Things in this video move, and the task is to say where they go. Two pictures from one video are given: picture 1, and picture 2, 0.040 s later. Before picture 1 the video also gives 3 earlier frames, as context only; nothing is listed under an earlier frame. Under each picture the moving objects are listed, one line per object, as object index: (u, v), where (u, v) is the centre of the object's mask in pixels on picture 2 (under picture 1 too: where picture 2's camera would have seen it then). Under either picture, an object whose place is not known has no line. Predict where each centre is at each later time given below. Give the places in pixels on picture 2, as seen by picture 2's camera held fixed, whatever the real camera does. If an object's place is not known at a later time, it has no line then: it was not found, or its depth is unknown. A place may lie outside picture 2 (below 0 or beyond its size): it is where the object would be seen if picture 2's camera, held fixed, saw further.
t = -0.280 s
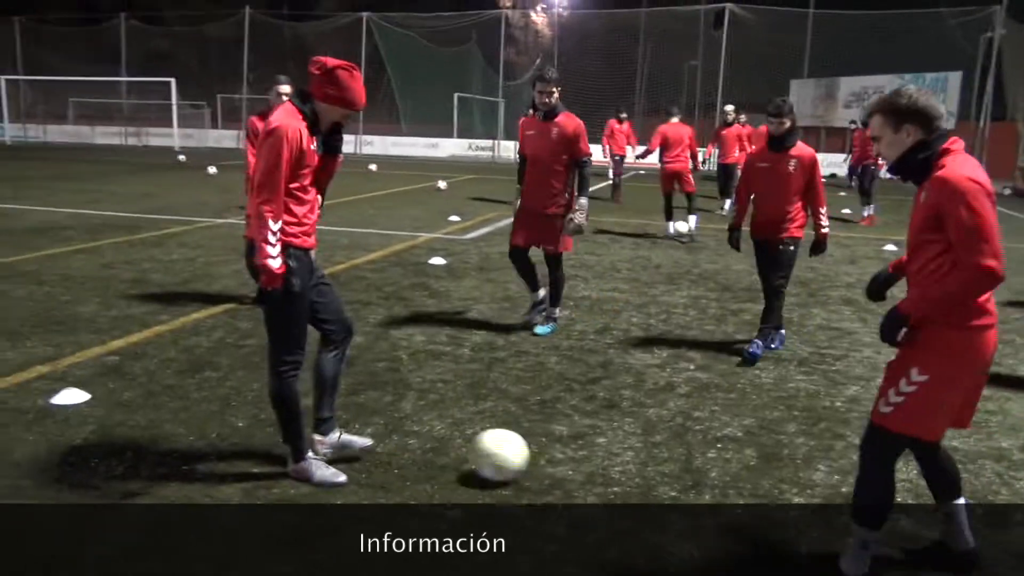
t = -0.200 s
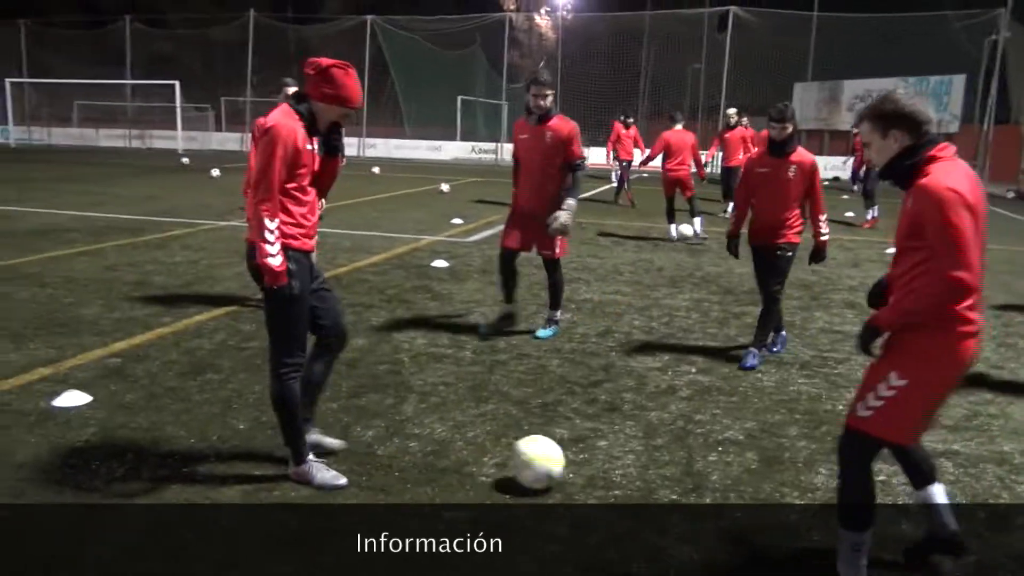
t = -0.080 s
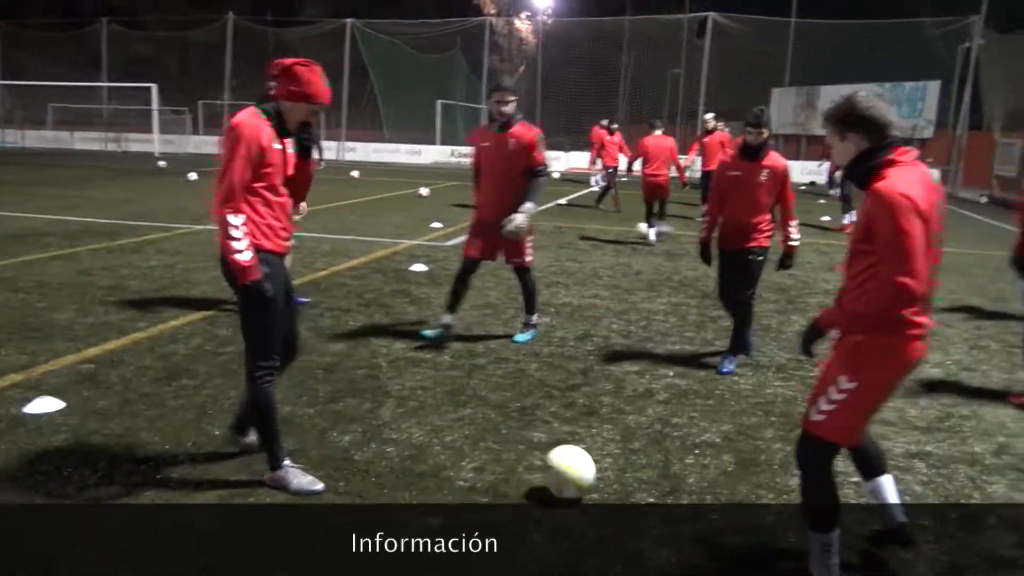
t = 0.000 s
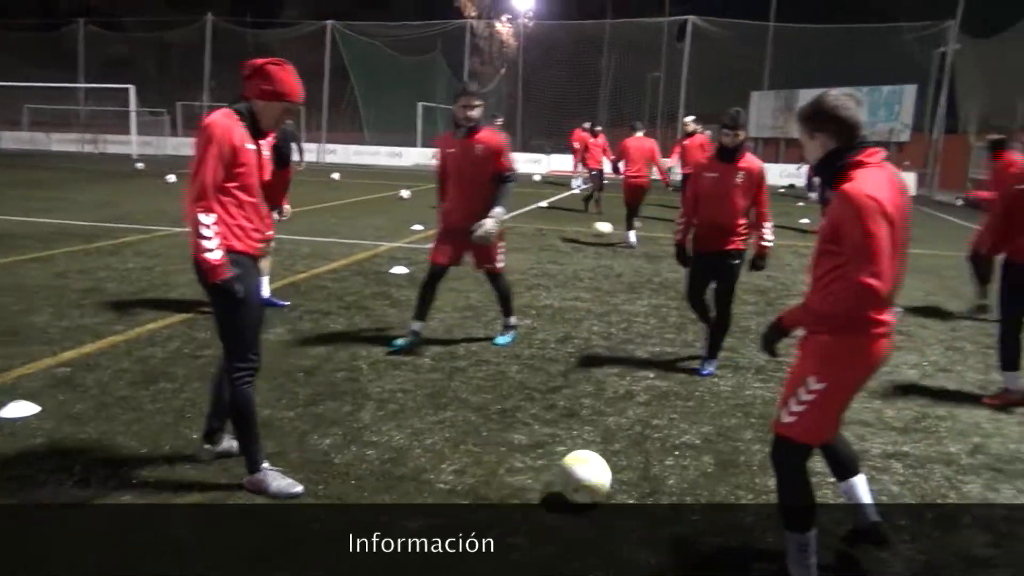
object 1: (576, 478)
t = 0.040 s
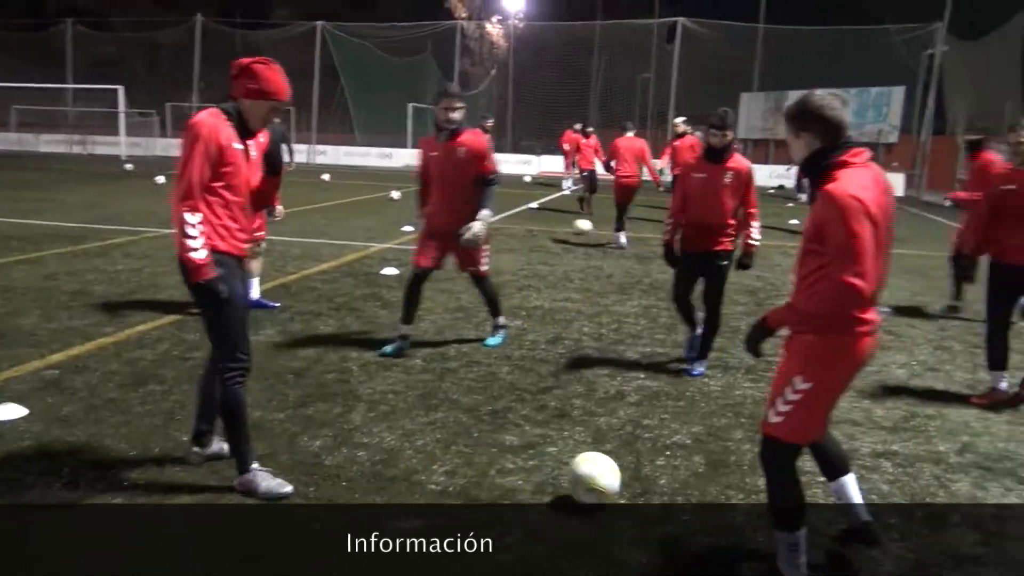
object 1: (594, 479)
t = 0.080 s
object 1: (612, 480)
